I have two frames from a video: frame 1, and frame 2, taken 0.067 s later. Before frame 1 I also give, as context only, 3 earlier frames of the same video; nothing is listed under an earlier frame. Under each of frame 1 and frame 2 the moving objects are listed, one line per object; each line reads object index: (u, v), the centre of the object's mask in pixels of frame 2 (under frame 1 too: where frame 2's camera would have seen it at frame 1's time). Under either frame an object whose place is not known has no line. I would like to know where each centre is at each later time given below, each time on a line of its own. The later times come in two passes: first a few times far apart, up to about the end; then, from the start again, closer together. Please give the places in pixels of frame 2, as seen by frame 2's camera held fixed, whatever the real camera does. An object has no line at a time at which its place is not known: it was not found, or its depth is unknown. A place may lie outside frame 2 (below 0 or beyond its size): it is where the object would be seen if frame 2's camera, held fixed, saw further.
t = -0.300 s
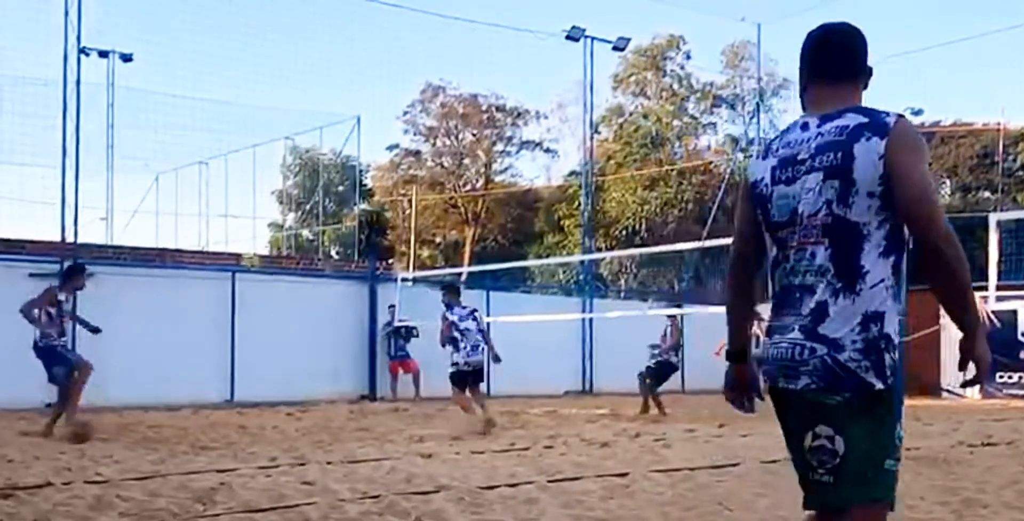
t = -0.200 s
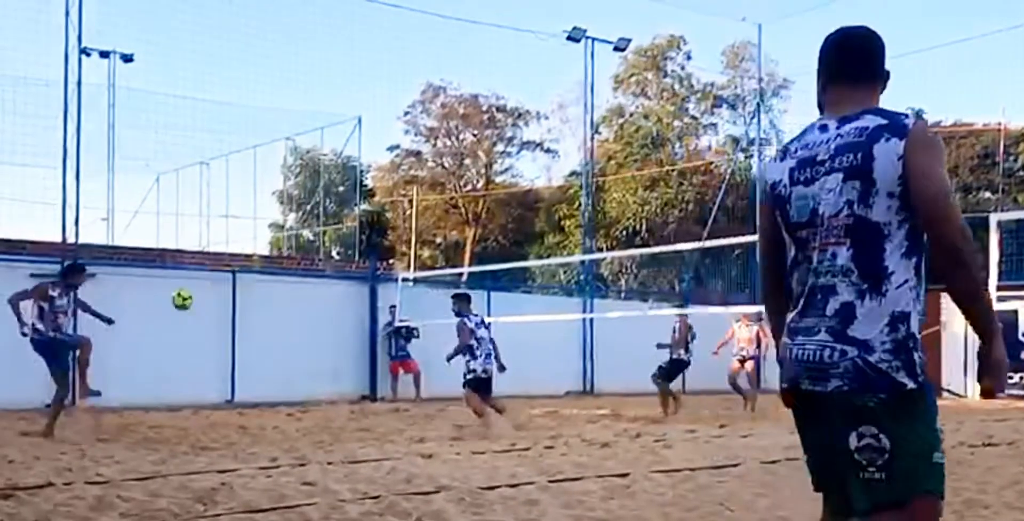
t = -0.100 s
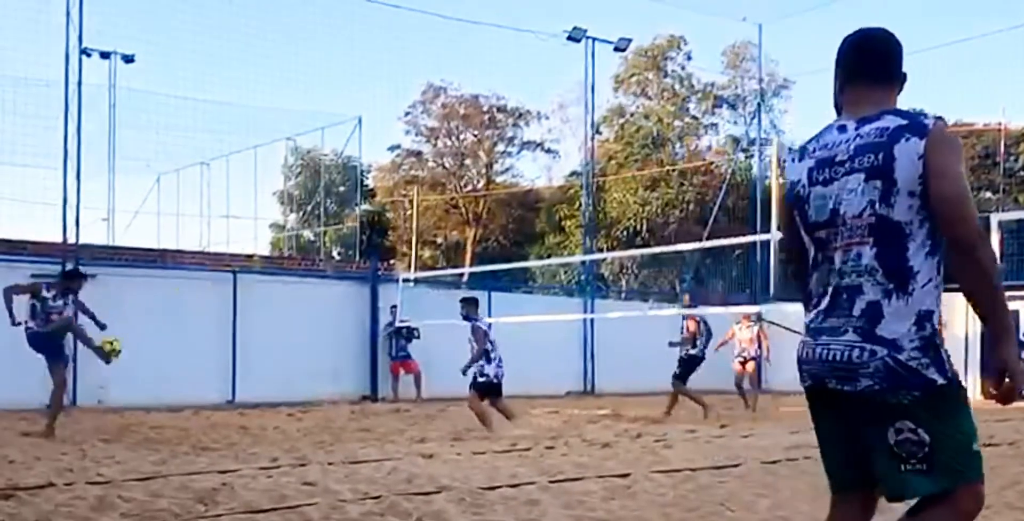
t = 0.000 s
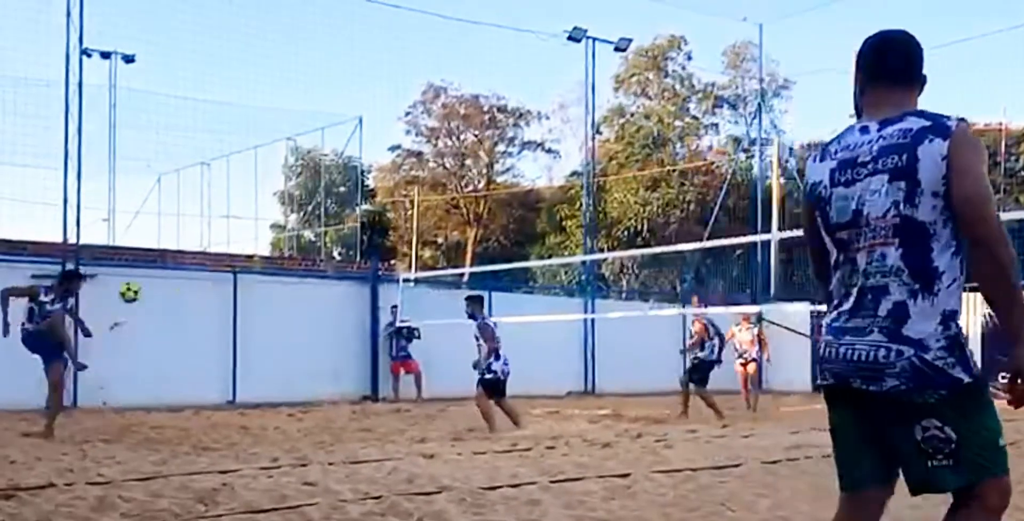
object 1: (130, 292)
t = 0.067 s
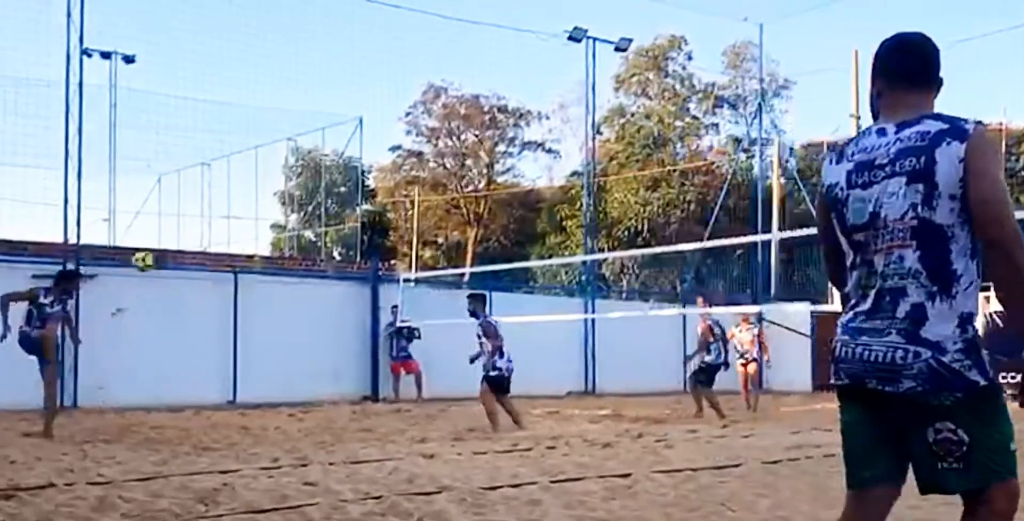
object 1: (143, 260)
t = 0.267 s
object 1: (180, 200)
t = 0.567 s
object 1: (228, 180)
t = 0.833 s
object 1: (263, 222)
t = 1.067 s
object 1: (289, 297)
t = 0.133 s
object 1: (156, 236)
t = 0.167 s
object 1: (162, 224)
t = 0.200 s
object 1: (168, 215)
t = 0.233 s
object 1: (174, 206)
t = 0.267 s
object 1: (180, 200)
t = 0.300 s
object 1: (186, 194)
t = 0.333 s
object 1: (192, 188)
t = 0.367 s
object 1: (197, 184)
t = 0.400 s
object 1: (202, 181)
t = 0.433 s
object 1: (207, 179)
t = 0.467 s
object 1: (212, 178)
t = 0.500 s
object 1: (218, 177)
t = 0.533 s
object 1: (222, 178)
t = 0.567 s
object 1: (228, 180)
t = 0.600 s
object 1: (232, 182)
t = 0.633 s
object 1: (237, 185)
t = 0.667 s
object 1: (242, 189)
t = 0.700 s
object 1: (246, 194)
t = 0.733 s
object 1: (250, 200)
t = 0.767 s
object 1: (254, 207)
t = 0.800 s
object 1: (259, 214)
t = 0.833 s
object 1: (263, 222)
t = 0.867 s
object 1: (268, 231)
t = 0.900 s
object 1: (270, 240)
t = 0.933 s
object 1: (274, 249)
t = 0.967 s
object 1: (277, 260)
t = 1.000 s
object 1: (283, 272)
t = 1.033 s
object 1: (287, 285)
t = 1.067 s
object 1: (289, 297)
